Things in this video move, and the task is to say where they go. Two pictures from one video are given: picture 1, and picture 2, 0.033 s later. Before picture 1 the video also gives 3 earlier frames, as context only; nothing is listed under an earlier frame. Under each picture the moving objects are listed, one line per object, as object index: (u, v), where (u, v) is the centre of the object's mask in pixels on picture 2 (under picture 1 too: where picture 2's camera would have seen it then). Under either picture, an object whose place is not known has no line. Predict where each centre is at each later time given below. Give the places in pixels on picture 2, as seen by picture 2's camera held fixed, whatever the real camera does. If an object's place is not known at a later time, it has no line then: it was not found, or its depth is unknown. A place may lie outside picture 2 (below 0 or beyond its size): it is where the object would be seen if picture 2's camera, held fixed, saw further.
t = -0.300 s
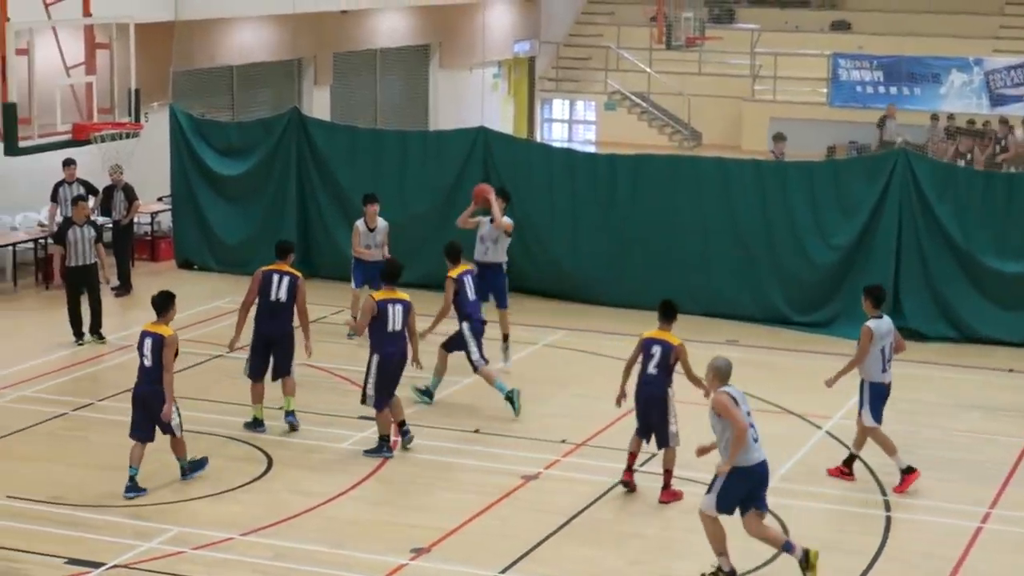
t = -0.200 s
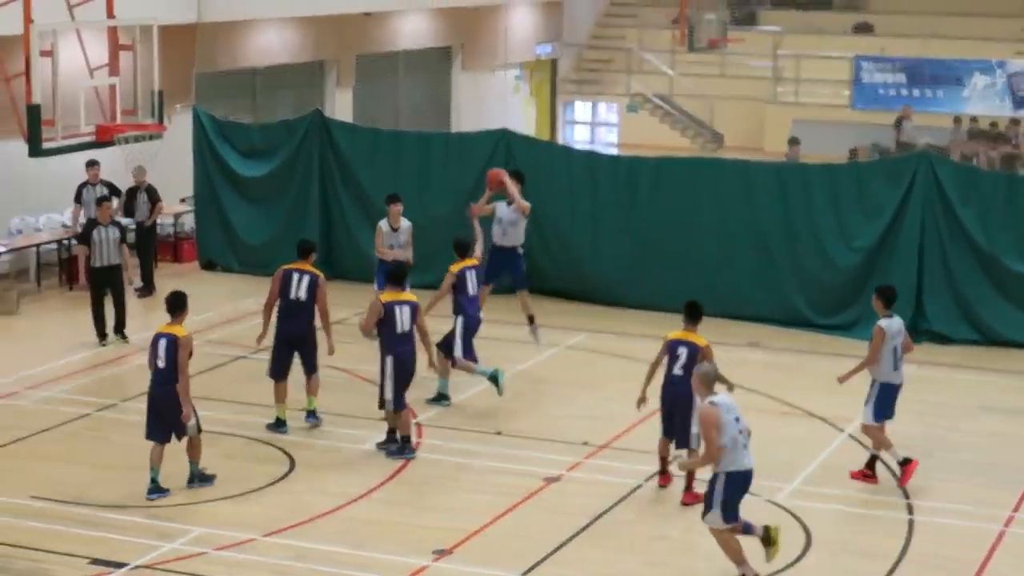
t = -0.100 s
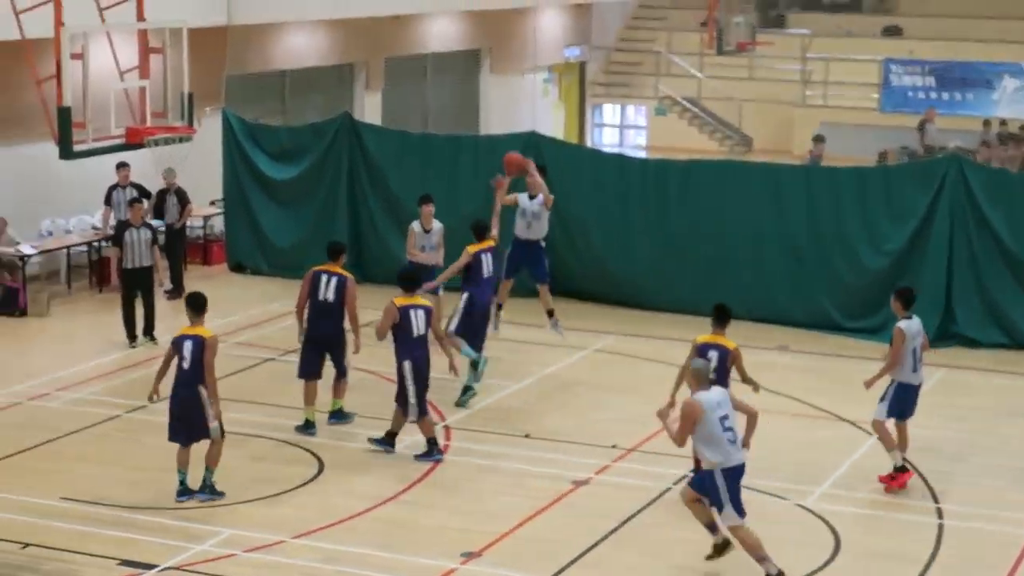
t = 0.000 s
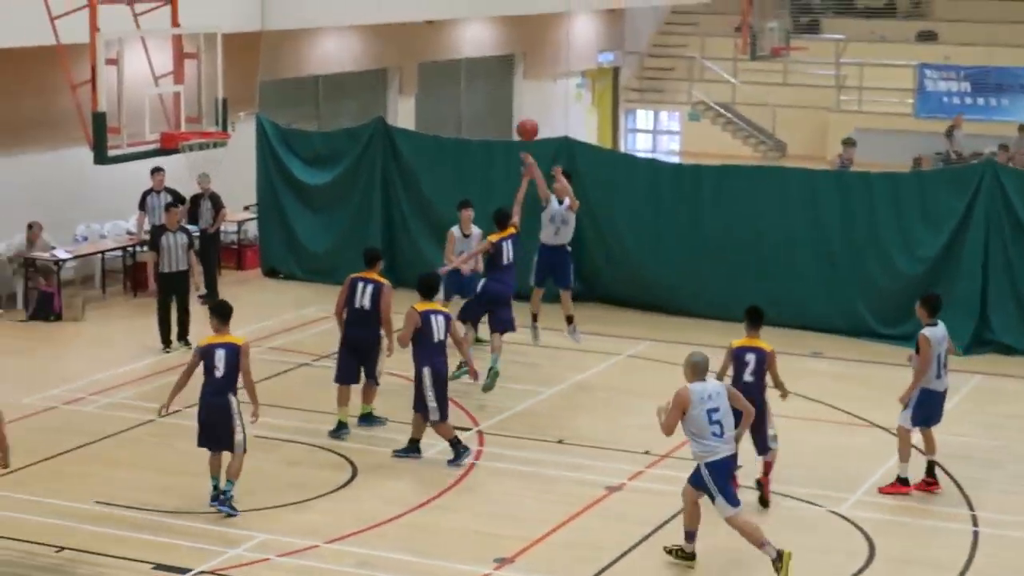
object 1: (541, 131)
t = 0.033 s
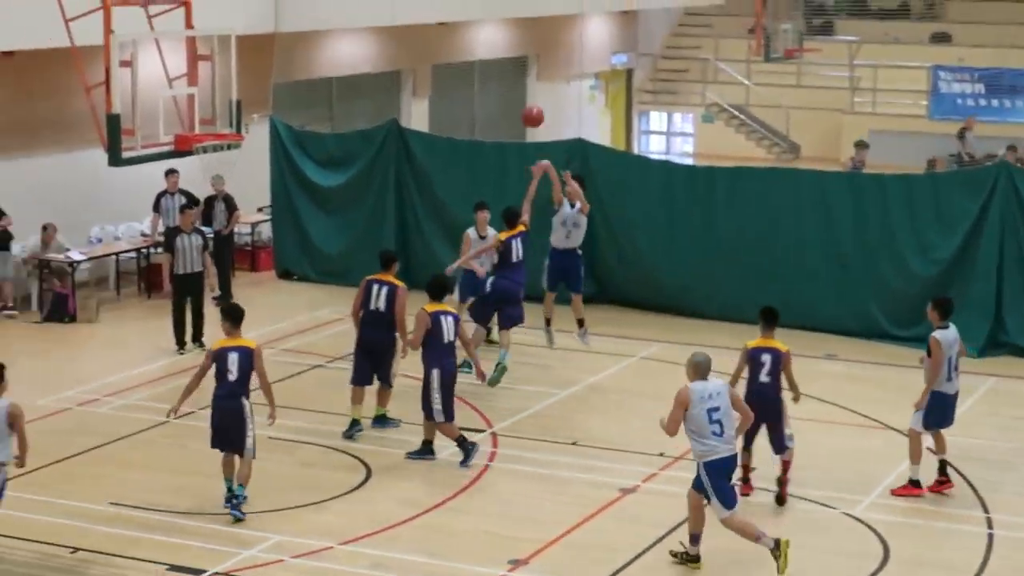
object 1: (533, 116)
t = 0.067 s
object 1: (525, 103)
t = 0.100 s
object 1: (517, 89)
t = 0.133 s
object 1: (510, 76)
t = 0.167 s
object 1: (503, 66)
